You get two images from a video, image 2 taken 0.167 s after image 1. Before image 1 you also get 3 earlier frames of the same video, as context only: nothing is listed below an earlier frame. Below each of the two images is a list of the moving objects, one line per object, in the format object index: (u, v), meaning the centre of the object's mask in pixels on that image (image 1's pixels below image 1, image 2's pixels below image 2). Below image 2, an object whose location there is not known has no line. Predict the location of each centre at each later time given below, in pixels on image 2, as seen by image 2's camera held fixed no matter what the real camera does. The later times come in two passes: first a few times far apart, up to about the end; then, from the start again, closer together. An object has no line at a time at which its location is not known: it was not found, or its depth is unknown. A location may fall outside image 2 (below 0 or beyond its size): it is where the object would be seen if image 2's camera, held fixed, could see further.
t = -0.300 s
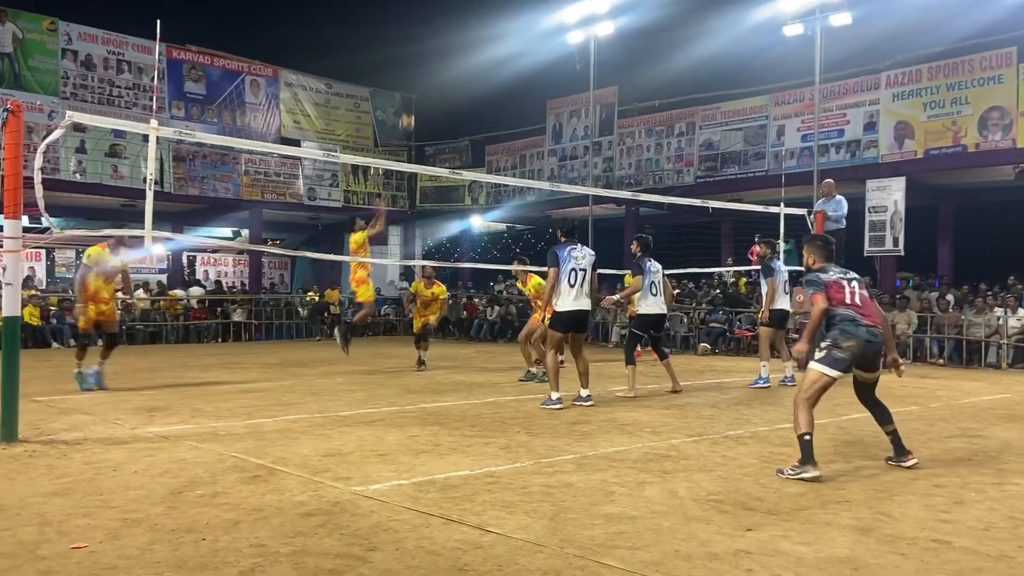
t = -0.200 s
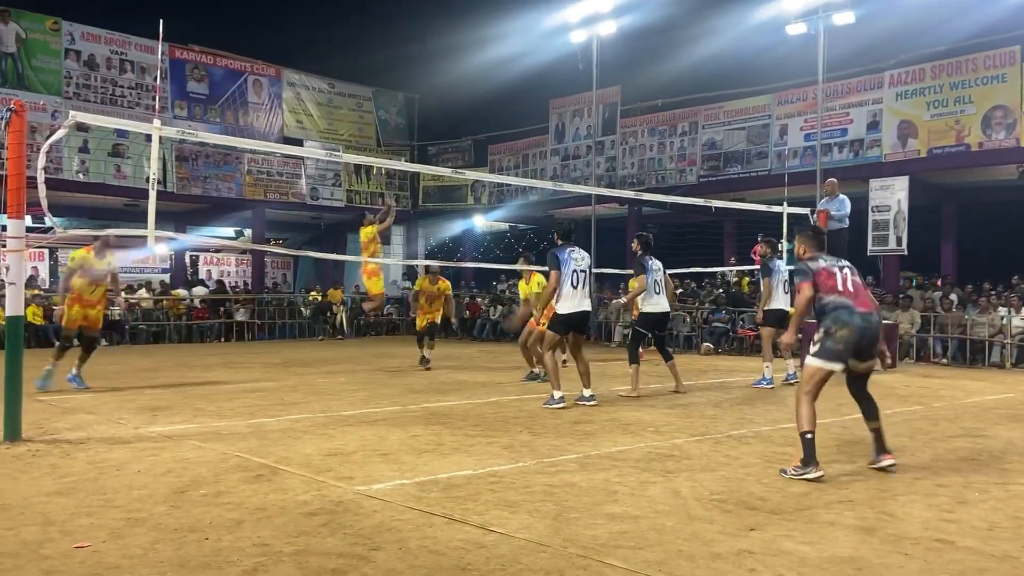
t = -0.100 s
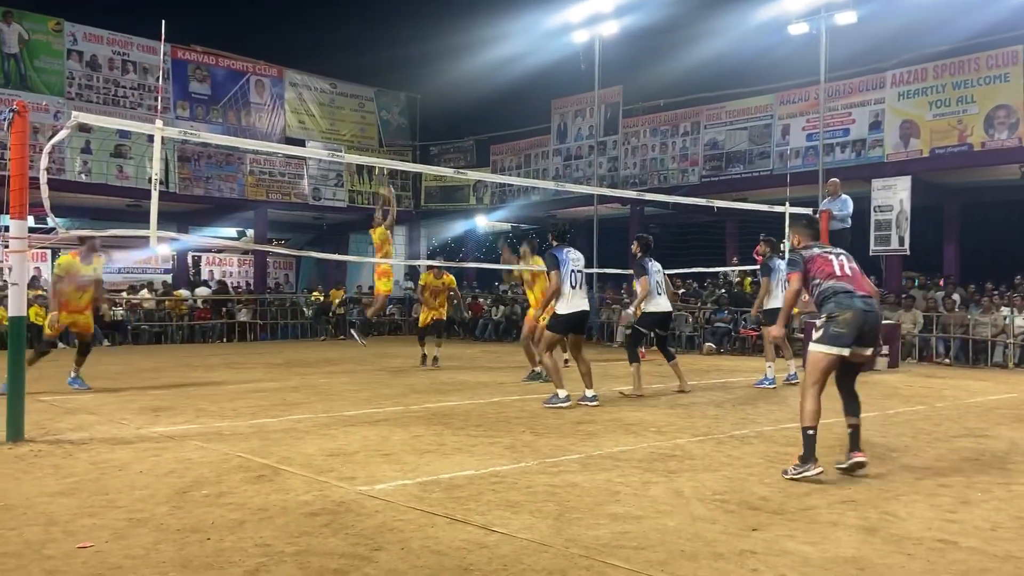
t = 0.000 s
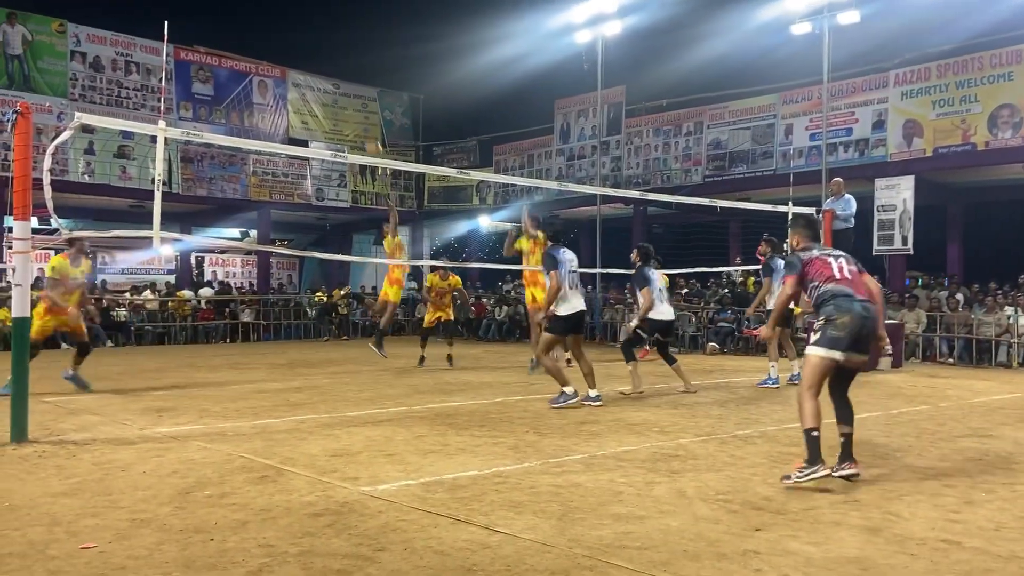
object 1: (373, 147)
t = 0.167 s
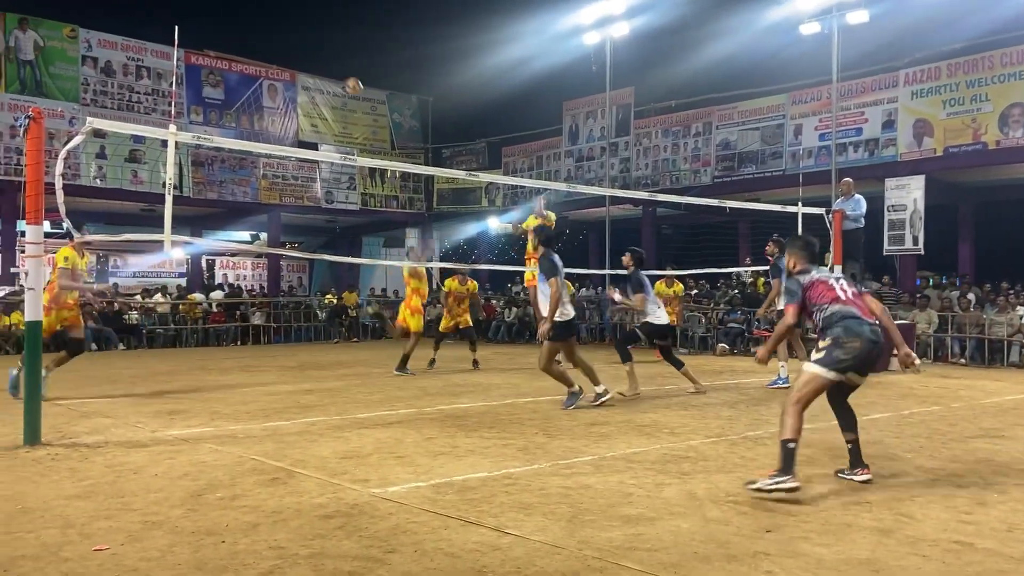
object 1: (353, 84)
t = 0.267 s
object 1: (335, 55)
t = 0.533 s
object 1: (282, 9)
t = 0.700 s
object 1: (244, 8)
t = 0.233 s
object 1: (340, 64)
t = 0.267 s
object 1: (335, 55)
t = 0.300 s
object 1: (328, 46)
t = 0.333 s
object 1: (322, 38)
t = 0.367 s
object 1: (316, 32)
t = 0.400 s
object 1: (310, 26)
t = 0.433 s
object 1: (303, 21)
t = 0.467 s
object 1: (295, 16)
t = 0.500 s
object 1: (289, 12)
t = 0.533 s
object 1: (282, 9)
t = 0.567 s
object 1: (274, 7)
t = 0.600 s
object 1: (267, 6)
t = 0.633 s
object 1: (260, 6)
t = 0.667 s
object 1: (252, 7)
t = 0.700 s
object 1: (244, 8)
